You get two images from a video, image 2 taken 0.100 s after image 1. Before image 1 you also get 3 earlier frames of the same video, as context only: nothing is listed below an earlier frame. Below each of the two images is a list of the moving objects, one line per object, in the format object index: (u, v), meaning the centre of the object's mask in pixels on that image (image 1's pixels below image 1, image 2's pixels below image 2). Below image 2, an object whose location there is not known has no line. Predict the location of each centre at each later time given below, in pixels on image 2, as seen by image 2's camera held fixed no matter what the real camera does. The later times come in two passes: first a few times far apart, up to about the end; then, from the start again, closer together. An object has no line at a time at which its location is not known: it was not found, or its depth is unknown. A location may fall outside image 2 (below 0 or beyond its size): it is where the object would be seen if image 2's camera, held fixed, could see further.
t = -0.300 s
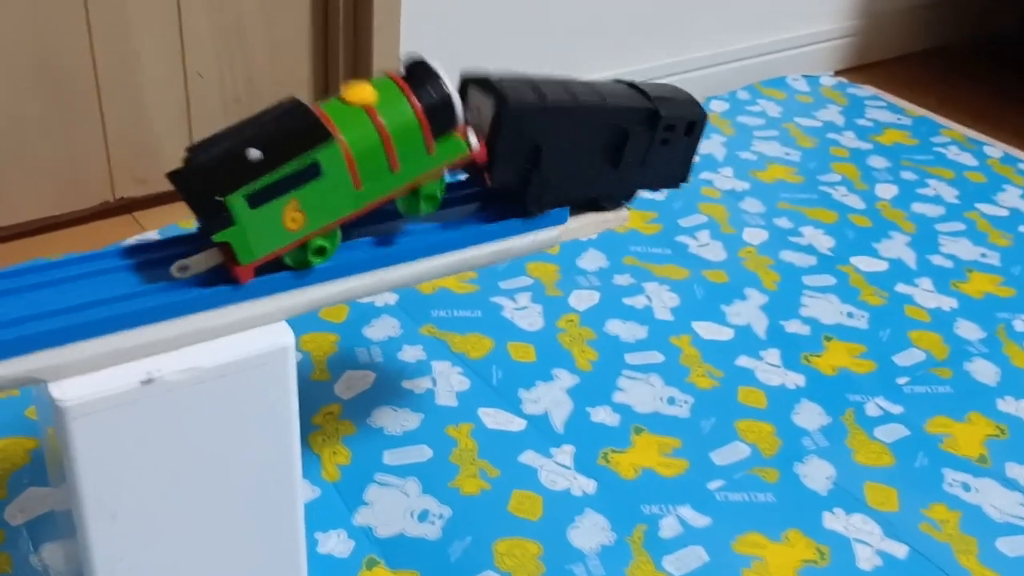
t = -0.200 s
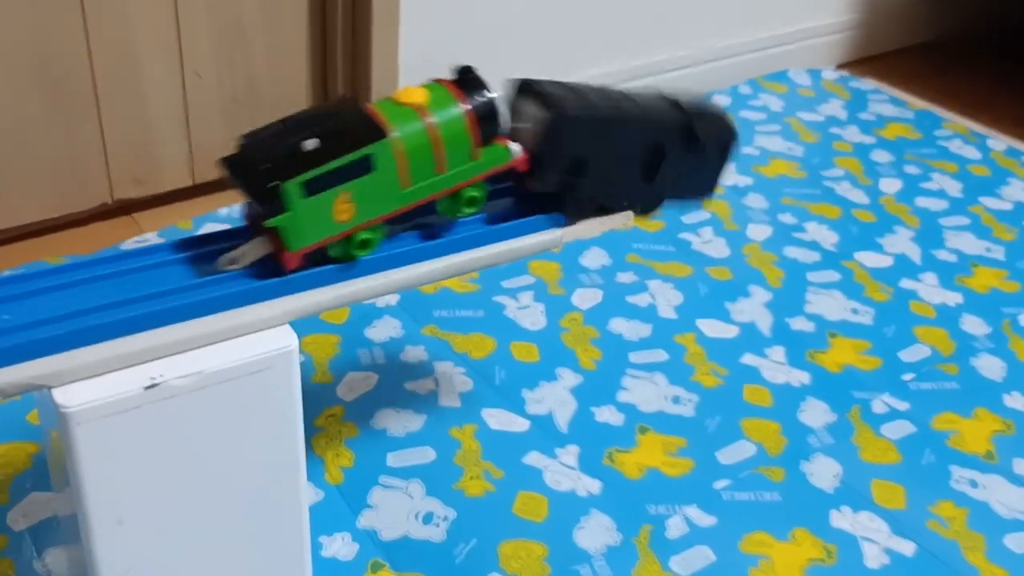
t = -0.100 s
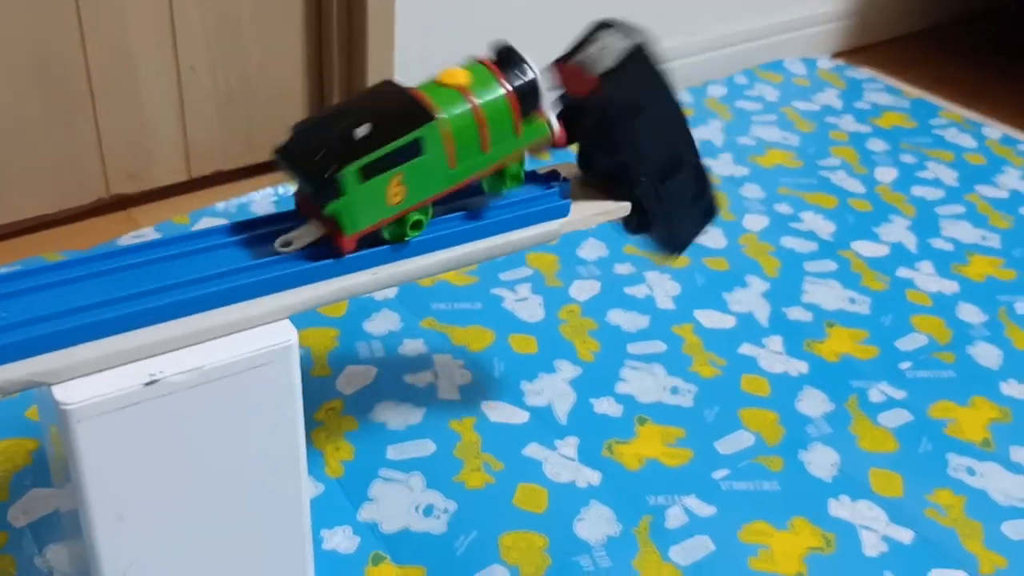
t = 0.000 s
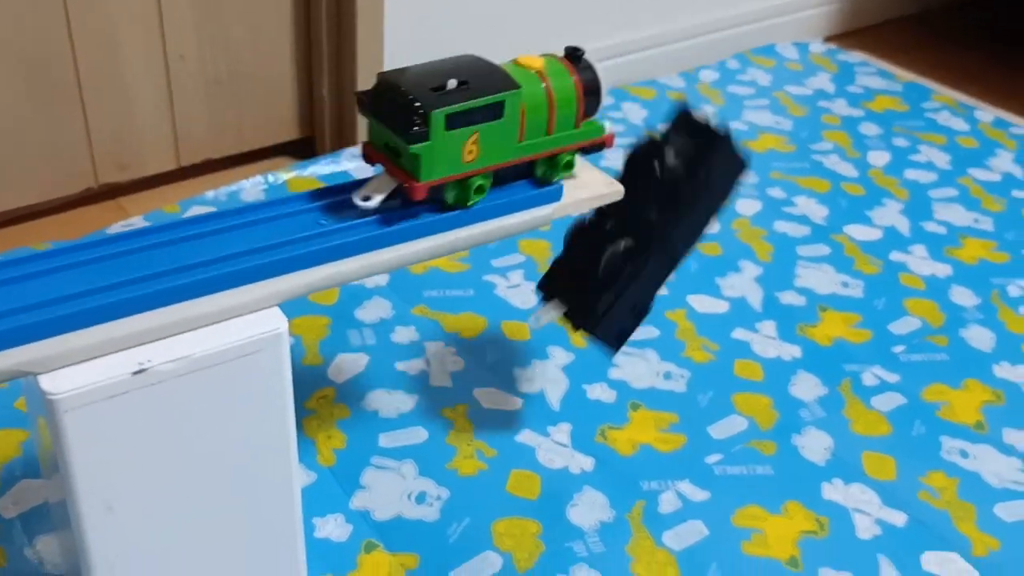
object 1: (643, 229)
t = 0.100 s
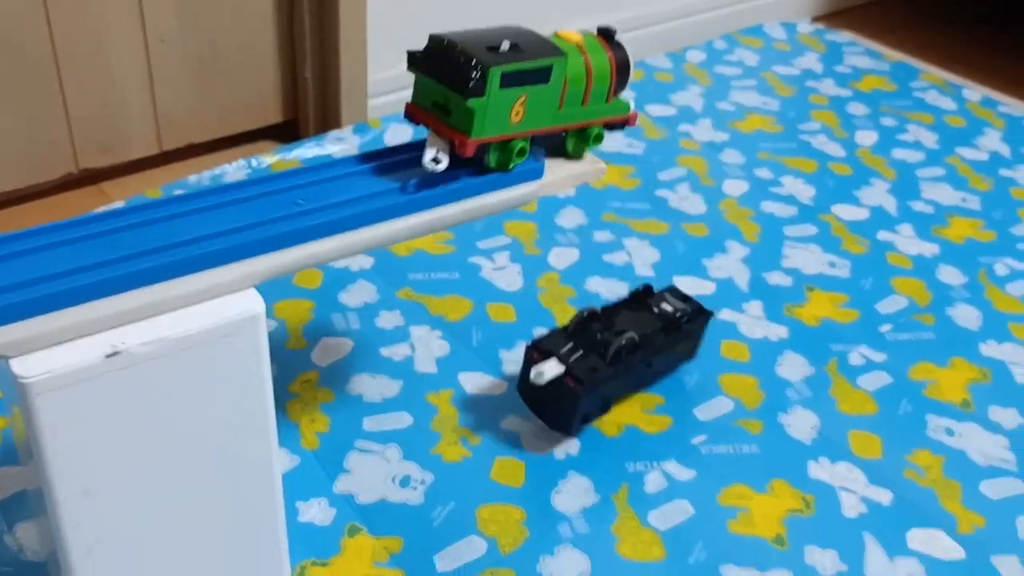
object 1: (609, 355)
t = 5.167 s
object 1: (565, 398)
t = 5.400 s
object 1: (565, 398)
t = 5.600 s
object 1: (562, 399)
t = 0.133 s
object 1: (604, 358)
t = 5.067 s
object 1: (565, 398)
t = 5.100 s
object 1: (565, 398)
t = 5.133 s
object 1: (562, 399)
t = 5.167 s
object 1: (565, 398)
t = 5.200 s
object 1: (562, 399)
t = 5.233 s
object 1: (565, 398)
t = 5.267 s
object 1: (565, 398)
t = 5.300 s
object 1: (562, 399)
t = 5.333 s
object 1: (565, 398)
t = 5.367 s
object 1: (565, 398)
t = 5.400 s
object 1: (565, 398)
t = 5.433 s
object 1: (565, 398)
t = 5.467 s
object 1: (565, 398)
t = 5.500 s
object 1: (565, 398)
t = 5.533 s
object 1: (565, 398)
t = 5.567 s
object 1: (565, 398)
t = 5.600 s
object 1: (562, 399)
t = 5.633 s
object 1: (565, 397)
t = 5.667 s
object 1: (565, 397)
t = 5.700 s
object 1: (565, 398)
